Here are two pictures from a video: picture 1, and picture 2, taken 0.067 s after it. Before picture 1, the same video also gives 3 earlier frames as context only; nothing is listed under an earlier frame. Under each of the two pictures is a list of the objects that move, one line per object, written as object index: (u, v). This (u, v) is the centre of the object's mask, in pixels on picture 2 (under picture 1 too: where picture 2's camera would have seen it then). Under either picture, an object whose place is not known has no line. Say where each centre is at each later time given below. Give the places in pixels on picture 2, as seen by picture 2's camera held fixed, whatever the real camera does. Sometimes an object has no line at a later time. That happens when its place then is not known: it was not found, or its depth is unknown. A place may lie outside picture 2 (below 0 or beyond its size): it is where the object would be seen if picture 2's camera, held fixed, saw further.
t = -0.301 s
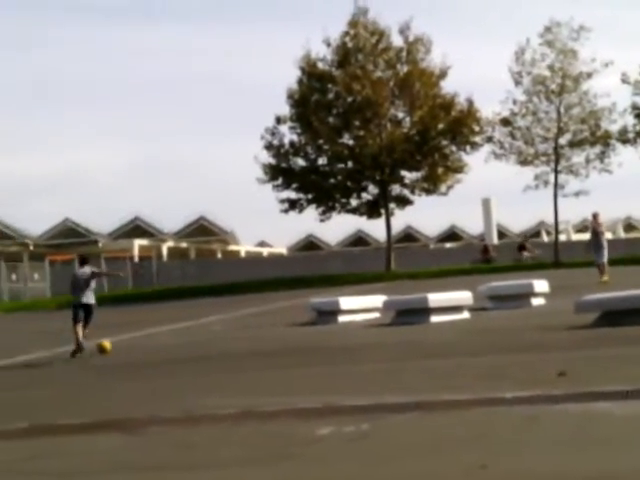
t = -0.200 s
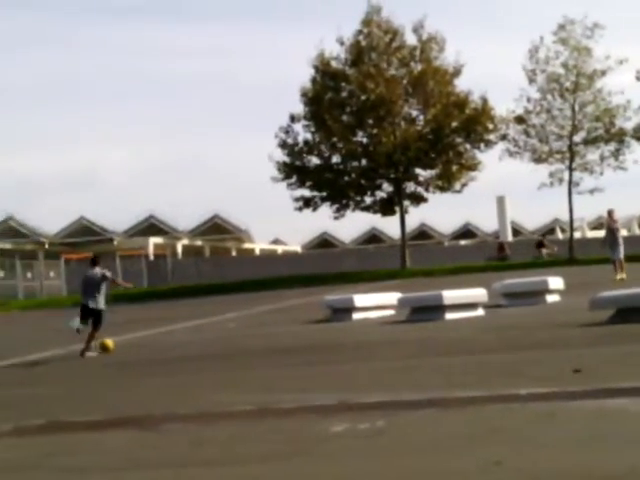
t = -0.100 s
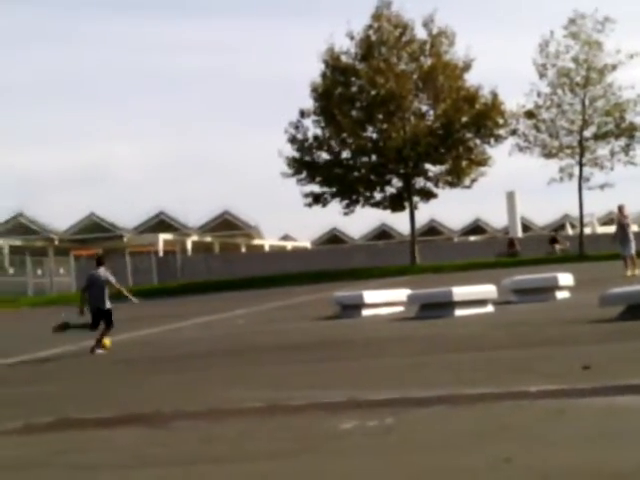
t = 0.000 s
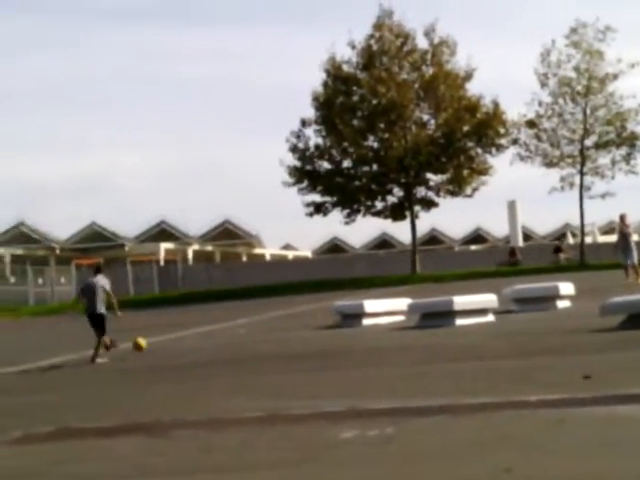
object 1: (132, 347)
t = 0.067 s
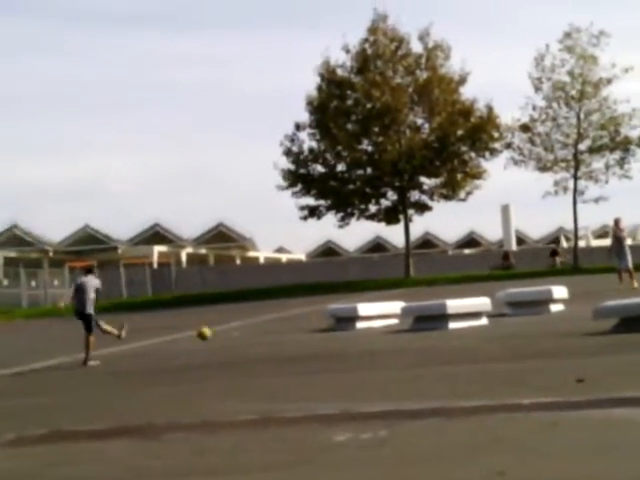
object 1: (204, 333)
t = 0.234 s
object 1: (371, 314)
